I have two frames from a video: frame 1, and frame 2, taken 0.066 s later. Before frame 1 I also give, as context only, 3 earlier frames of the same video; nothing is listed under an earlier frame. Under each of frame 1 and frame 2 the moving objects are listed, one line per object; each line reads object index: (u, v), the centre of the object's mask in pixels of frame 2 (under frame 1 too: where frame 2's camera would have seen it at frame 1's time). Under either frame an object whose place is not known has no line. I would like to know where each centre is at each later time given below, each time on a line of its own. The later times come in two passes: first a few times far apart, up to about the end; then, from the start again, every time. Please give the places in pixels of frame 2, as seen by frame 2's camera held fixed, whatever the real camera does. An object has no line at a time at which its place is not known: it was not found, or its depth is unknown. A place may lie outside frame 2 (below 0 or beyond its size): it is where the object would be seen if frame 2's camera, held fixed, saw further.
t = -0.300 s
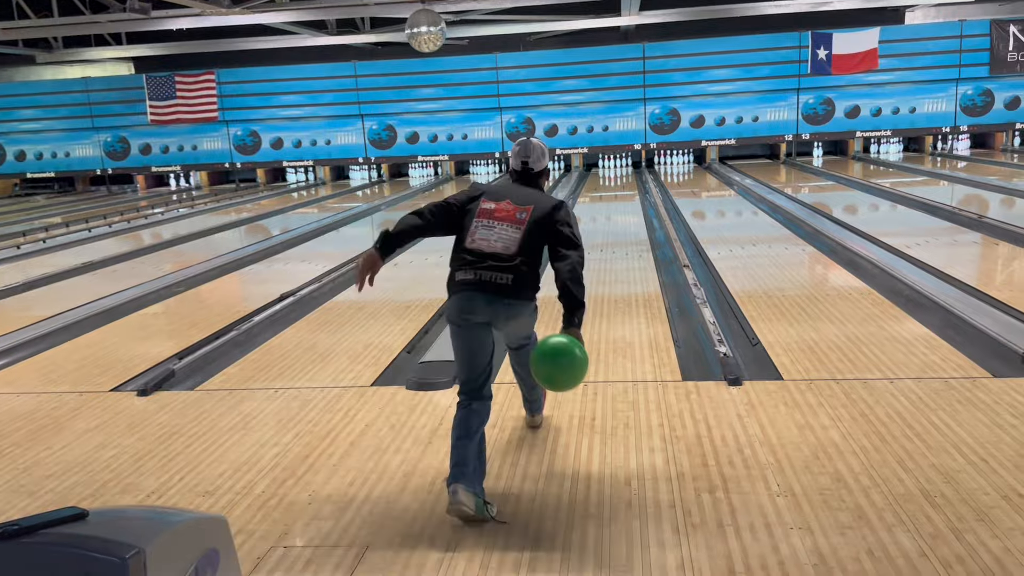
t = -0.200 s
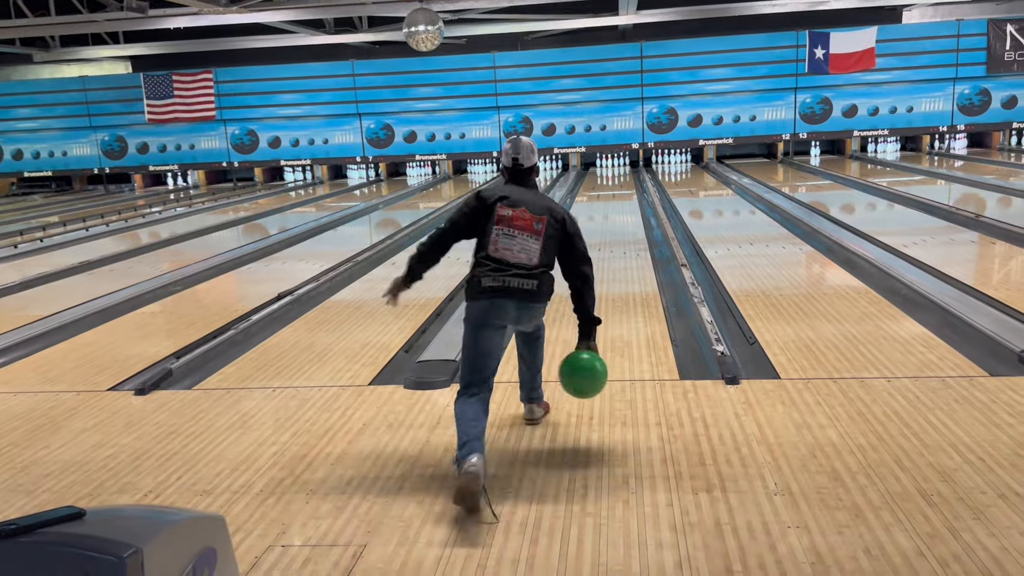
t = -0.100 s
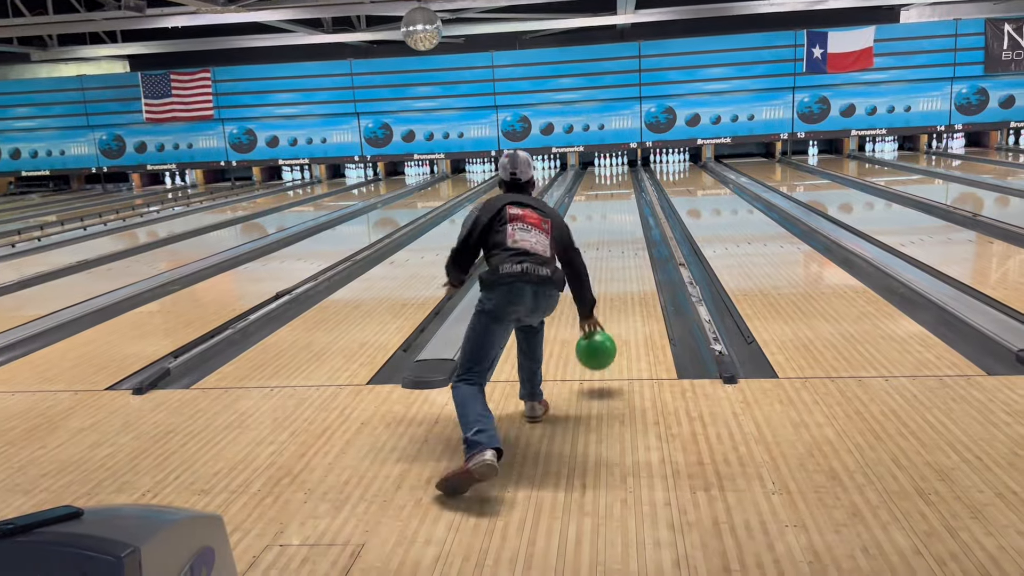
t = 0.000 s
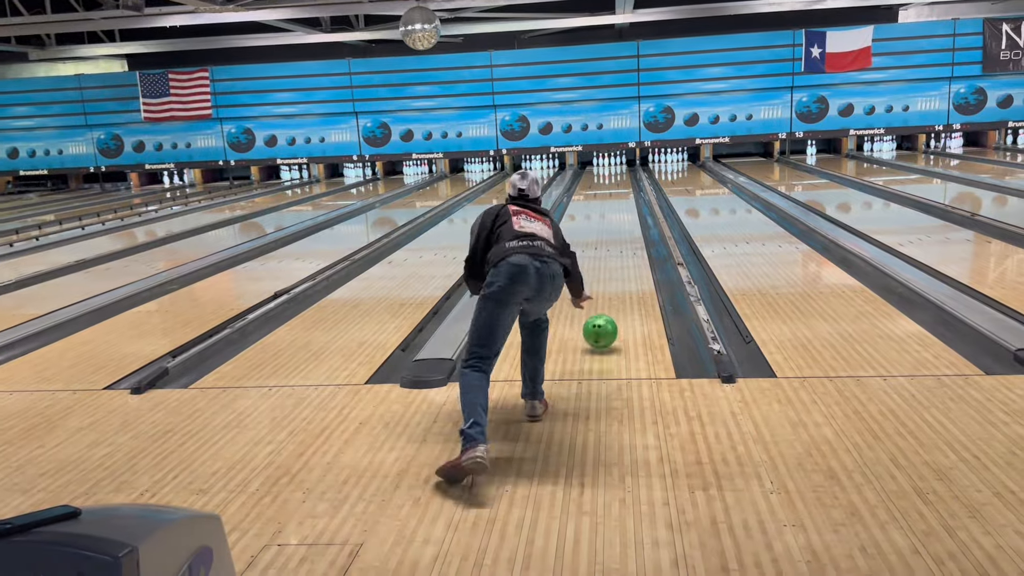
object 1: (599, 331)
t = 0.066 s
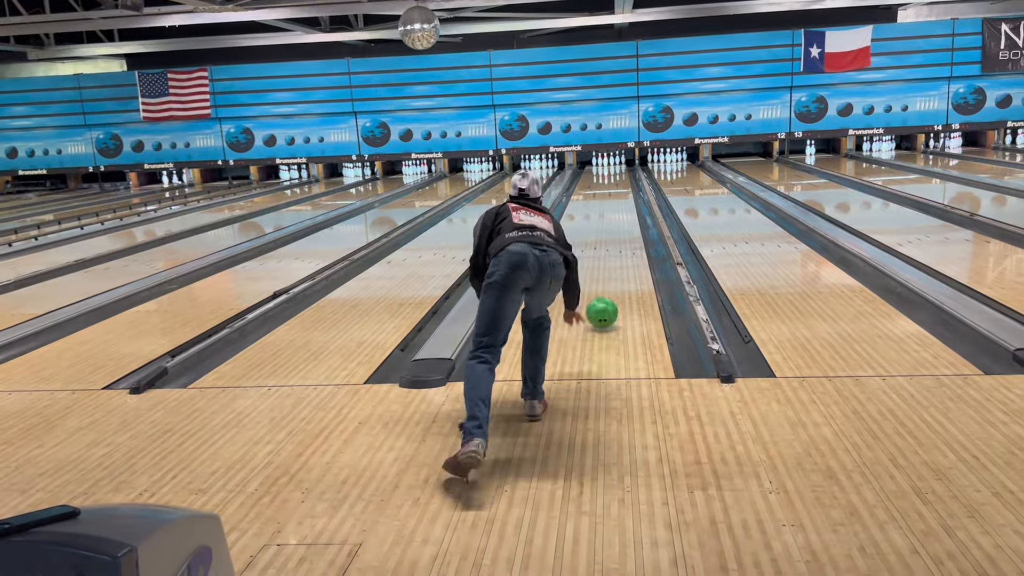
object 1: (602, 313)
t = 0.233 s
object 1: (607, 278)
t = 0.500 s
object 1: (612, 241)
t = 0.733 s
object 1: (614, 222)
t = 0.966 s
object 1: (616, 206)
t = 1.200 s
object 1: (618, 194)
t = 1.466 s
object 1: (620, 184)
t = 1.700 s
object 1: (621, 178)
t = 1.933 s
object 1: (621, 171)
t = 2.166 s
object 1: (622, 167)
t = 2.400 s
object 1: (623, 162)
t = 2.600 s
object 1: (627, 160)
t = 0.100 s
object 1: (603, 305)
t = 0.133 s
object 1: (604, 298)
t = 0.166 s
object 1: (605, 291)
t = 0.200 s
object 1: (606, 284)
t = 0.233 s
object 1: (607, 278)
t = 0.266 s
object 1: (607, 272)
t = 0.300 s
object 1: (608, 267)
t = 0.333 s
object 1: (609, 262)
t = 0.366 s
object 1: (609, 257)
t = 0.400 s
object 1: (610, 253)
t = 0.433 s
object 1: (611, 249)
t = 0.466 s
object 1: (611, 245)
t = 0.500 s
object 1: (612, 241)
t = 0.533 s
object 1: (612, 238)
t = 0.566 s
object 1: (612, 236)
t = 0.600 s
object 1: (613, 233)
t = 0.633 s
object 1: (613, 230)
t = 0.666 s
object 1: (613, 227)
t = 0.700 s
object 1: (614, 224)
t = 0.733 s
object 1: (614, 222)
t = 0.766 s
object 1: (614, 219)
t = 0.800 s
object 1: (615, 217)
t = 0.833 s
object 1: (615, 214)
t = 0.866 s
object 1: (615, 212)
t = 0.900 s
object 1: (616, 210)
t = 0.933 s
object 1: (616, 208)
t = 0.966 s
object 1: (616, 206)
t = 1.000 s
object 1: (616, 204)
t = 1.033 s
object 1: (616, 202)
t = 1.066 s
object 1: (617, 200)
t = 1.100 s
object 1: (617, 199)
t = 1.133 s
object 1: (617, 198)
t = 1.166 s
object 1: (618, 196)
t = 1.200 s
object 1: (618, 194)
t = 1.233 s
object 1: (618, 193)
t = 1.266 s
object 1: (618, 191)
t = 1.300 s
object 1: (619, 190)
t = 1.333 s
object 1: (619, 189)
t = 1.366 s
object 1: (619, 188)
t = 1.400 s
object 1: (619, 186)
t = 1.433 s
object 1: (620, 185)
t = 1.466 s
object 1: (620, 184)
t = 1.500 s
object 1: (620, 183)
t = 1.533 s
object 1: (620, 182)
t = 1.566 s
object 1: (620, 181)
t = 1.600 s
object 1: (620, 180)
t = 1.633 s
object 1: (620, 179)
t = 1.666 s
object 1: (620, 178)
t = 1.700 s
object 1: (621, 178)
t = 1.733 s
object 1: (620, 177)
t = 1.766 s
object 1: (620, 176)
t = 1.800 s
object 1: (620, 175)
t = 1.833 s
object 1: (620, 174)
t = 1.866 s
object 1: (620, 173)
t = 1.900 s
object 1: (621, 173)
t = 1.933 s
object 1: (621, 171)
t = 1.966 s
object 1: (621, 171)
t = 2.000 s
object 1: (621, 170)
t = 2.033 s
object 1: (622, 169)
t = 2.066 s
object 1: (622, 169)
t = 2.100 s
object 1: (622, 168)
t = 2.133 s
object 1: (622, 167)
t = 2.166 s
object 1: (622, 167)
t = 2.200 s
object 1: (622, 166)
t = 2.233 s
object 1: (622, 166)
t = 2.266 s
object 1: (623, 164)
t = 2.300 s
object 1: (623, 164)
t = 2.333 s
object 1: (623, 163)
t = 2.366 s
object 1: (623, 163)
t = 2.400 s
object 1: (623, 162)
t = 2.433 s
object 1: (623, 162)
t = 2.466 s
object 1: (623, 161)
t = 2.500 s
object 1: (623, 161)
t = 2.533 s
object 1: (624, 160)
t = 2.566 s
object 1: (626, 160)
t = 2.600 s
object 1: (627, 160)
